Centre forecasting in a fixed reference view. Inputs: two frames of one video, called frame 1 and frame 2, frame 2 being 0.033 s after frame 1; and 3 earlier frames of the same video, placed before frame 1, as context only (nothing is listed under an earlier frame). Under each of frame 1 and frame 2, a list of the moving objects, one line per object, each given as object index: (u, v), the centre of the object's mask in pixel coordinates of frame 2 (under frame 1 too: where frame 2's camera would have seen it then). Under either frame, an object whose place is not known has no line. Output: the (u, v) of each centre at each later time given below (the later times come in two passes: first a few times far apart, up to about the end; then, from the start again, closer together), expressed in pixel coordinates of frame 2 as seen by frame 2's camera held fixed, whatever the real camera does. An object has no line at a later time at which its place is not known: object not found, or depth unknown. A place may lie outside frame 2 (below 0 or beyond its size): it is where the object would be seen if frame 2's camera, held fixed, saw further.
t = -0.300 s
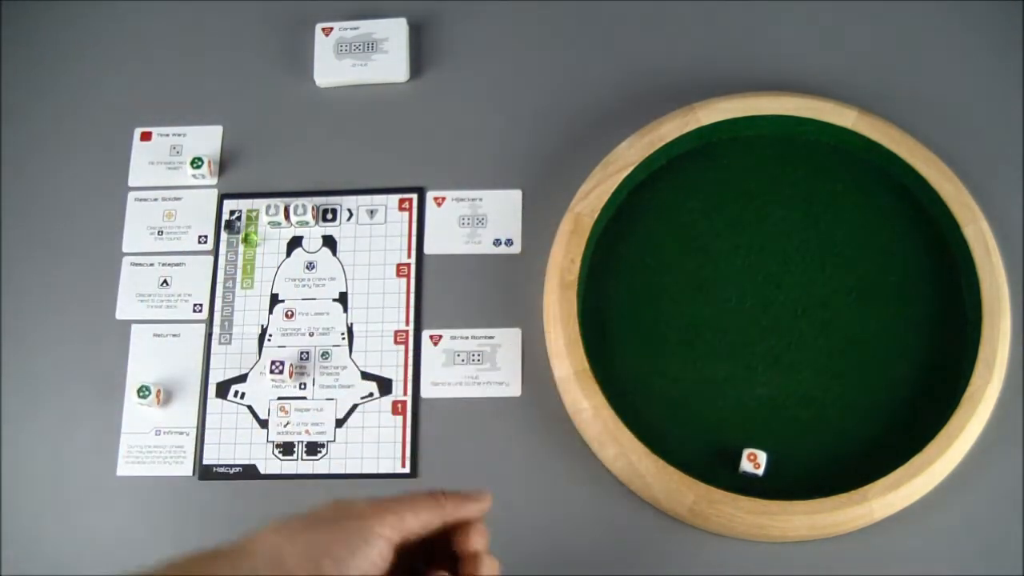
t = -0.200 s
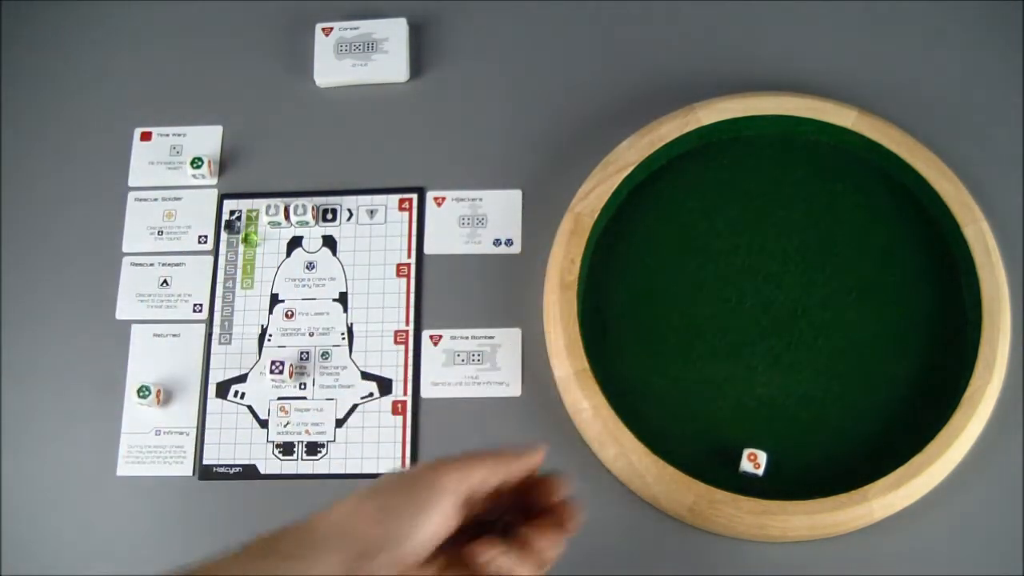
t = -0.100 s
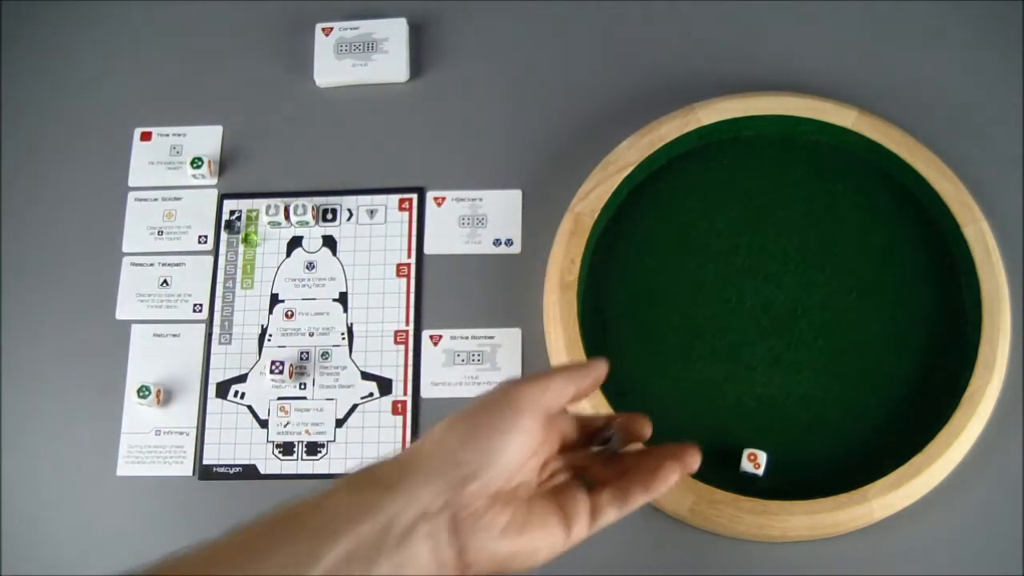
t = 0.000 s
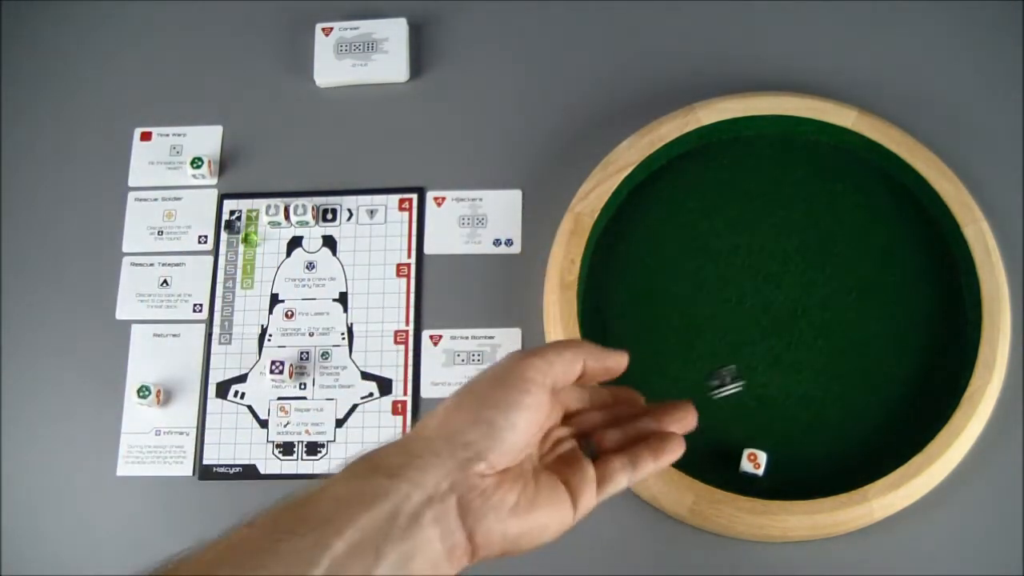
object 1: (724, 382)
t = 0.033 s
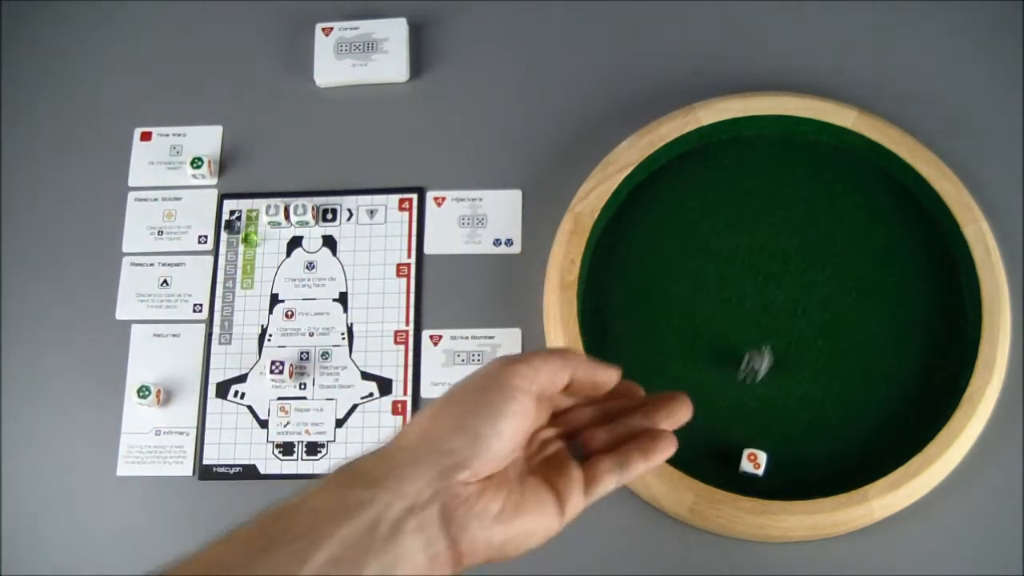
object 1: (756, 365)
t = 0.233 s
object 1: (871, 192)
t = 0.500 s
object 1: (824, 240)
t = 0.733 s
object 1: (820, 243)
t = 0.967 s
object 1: (820, 243)
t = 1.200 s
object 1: (820, 243)
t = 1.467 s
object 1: (820, 243)
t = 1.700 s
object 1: (820, 243)
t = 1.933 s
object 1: (820, 244)
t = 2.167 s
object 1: (820, 244)
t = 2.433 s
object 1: (820, 244)
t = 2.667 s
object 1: (820, 243)
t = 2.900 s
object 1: (820, 243)
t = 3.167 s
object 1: (820, 244)
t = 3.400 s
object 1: (820, 243)
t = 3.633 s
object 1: (820, 244)
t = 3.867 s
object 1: (820, 243)
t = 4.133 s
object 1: (820, 244)
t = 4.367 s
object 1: (820, 243)
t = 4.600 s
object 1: (820, 244)
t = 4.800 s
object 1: (820, 243)
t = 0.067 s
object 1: (781, 329)
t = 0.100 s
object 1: (803, 303)
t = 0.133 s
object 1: (820, 277)
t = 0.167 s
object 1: (837, 254)
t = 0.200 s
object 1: (855, 224)
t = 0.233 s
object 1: (871, 192)
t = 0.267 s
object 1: (878, 175)
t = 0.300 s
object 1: (869, 188)
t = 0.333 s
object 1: (860, 200)
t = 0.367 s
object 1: (852, 210)
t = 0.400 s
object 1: (846, 217)
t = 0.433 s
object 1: (840, 225)
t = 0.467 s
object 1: (832, 235)
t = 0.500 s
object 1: (824, 240)
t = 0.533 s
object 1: (821, 243)
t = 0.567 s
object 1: (820, 243)
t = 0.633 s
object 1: (820, 243)
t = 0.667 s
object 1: (820, 243)
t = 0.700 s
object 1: (820, 243)
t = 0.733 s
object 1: (820, 243)
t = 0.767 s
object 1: (820, 243)
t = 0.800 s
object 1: (820, 243)
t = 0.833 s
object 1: (820, 243)
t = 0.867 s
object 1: (820, 243)
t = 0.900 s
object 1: (820, 243)
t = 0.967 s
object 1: (820, 243)
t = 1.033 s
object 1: (820, 243)
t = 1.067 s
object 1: (820, 243)
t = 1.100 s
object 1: (820, 243)
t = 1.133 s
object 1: (820, 243)
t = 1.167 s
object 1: (820, 243)
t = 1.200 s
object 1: (820, 243)
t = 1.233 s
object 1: (820, 243)
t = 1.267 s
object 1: (820, 243)
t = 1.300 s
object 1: (820, 243)
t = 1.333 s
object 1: (820, 243)
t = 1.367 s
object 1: (820, 243)
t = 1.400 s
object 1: (820, 243)
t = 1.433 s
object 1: (820, 243)
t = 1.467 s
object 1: (820, 243)
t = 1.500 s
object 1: (820, 243)
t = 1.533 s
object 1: (820, 243)
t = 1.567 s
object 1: (820, 243)
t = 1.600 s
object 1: (820, 243)
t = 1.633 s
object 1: (820, 243)
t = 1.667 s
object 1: (820, 243)
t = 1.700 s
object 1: (820, 243)
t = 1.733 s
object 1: (820, 243)
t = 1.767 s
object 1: (819, 243)
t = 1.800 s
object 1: (820, 244)
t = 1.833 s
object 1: (820, 243)
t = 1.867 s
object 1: (820, 244)
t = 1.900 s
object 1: (820, 244)
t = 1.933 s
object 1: (820, 244)
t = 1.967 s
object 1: (820, 244)
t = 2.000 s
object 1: (820, 244)
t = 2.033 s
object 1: (820, 244)
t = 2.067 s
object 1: (820, 244)
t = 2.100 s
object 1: (820, 244)
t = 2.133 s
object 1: (820, 244)
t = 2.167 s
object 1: (820, 244)
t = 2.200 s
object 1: (820, 244)
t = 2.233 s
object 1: (820, 244)
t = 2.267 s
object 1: (820, 244)
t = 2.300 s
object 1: (820, 244)
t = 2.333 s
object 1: (820, 244)
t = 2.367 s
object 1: (820, 244)
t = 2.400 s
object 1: (820, 244)
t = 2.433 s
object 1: (820, 244)
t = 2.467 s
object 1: (820, 244)
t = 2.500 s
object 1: (820, 244)
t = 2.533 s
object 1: (820, 244)
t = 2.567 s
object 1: (820, 244)
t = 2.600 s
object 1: (820, 244)
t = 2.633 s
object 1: (819, 244)
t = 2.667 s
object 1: (820, 243)
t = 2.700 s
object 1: (820, 243)
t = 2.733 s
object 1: (820, 244)
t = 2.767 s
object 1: (820, 244)
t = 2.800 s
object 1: (820, 244)
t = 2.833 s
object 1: (820, 244)
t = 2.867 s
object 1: (820, 243)
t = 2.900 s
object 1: (820, 243)
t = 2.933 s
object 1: (820, 244)
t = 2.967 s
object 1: (820, 244)
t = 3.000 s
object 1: (820, 244)
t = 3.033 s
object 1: (820, 243)
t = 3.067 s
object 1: (820, 243)
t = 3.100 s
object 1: (820, 243)
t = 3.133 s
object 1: (820, 244)
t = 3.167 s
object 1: (820, 244)
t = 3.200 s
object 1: (820, 244)
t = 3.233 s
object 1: (820, 243)
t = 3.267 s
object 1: (820, 243)
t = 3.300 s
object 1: (820, 243)
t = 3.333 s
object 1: (820, 244)
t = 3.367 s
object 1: (820, 243)
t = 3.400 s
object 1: (820, 243)
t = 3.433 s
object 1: (820, 243)
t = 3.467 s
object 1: (820, 244)
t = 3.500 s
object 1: (820, 243)
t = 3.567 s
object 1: (820, 243)
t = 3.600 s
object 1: (820, 244)
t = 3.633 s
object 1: (820, 244)
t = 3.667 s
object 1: (820, 243)
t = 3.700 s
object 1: (820, 243)
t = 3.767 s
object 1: (820, 244)
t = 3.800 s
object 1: (820, 243)
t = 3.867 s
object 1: (820, 243)
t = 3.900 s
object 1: (820, 243)
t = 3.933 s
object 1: (820, 244)
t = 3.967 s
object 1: (820, 243)
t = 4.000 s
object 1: (820, 244)
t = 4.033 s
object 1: (820, 243)
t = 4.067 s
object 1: (820, 243)
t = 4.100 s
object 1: (820, 243)
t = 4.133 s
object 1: (820, 244)
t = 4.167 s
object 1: (820, 244)
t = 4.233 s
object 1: (820, 243)
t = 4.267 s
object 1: (820, 244)
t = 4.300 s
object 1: (820, 244)
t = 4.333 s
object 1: (819, 244)
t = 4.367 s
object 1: (820, 243)
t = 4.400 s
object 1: (820, 244)
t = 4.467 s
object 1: (820, 243)
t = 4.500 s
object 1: (820, 243)
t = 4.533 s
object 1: (820, 243)
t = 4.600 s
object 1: (820, 244)
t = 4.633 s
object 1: (820, 243)
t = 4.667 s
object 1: (820, 244)
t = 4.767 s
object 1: (820, 244)
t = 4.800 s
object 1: (820, 243)
